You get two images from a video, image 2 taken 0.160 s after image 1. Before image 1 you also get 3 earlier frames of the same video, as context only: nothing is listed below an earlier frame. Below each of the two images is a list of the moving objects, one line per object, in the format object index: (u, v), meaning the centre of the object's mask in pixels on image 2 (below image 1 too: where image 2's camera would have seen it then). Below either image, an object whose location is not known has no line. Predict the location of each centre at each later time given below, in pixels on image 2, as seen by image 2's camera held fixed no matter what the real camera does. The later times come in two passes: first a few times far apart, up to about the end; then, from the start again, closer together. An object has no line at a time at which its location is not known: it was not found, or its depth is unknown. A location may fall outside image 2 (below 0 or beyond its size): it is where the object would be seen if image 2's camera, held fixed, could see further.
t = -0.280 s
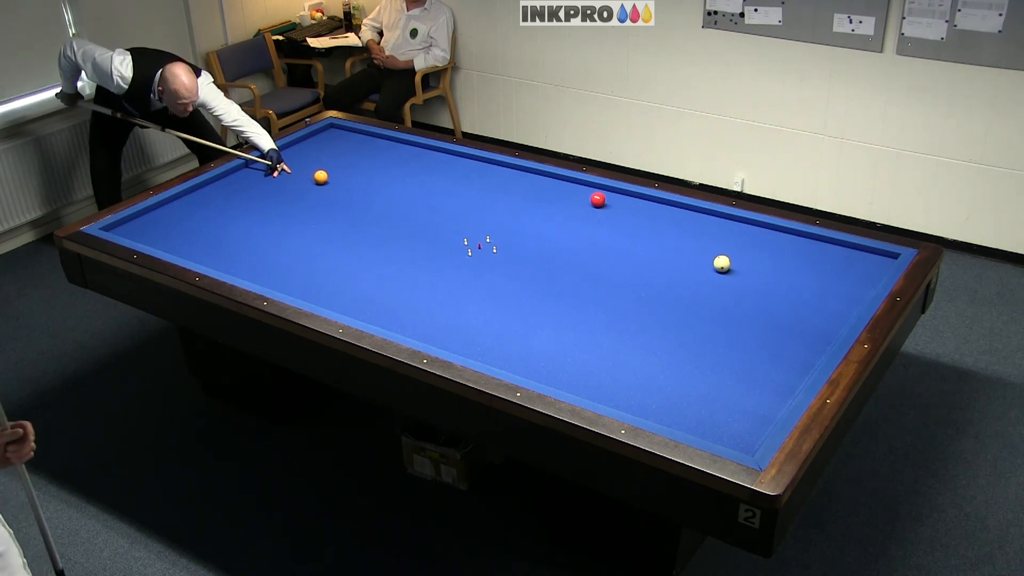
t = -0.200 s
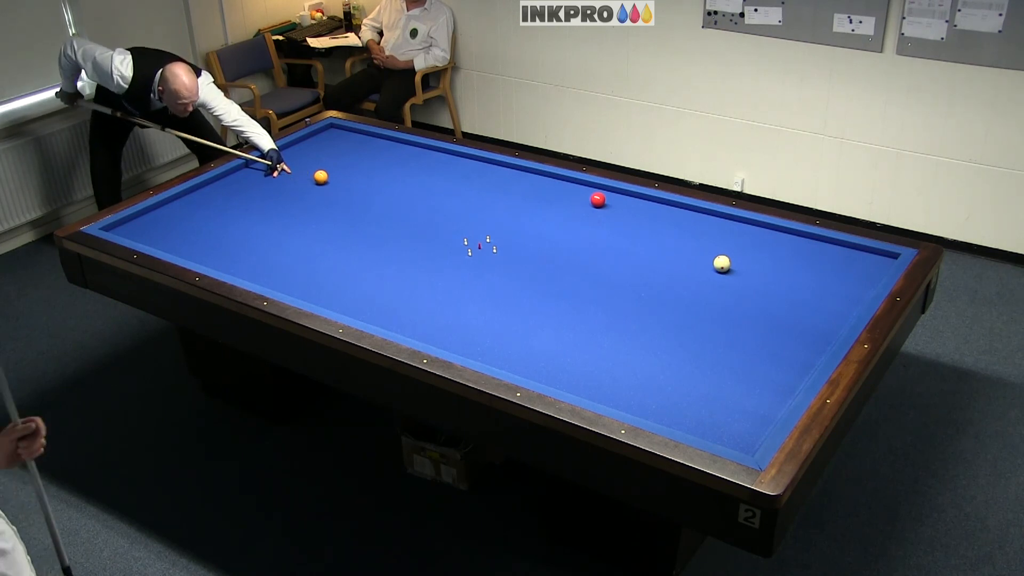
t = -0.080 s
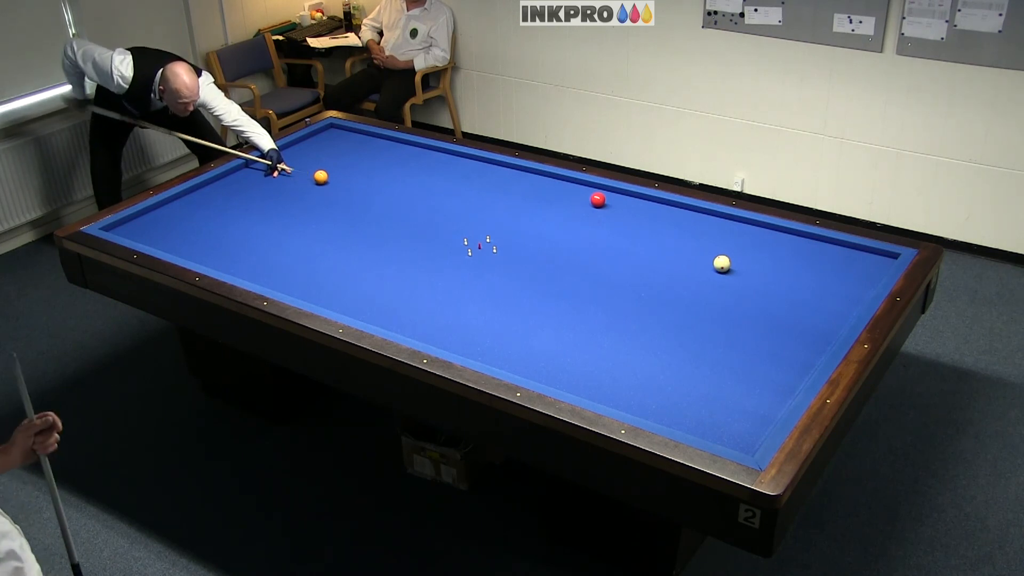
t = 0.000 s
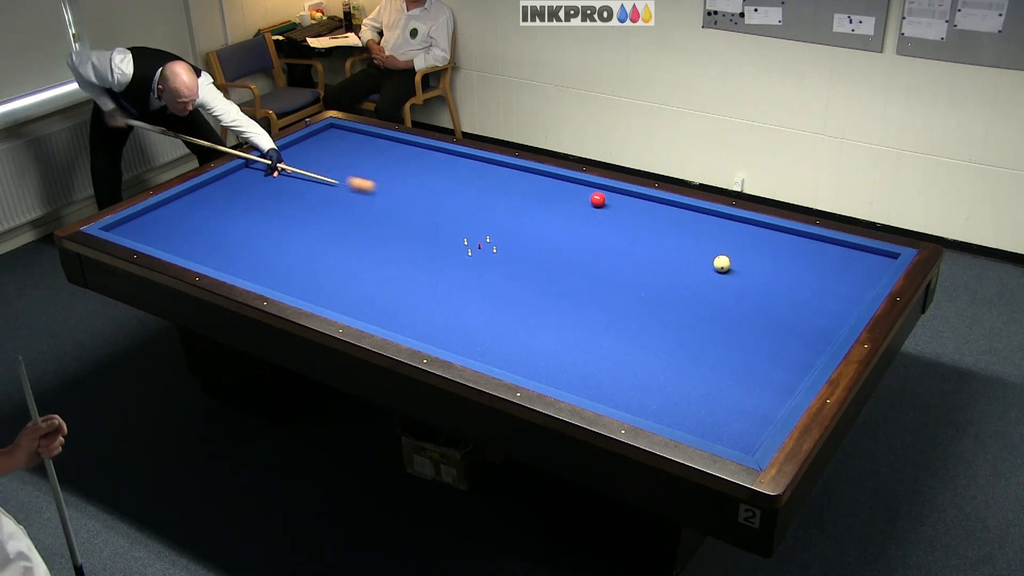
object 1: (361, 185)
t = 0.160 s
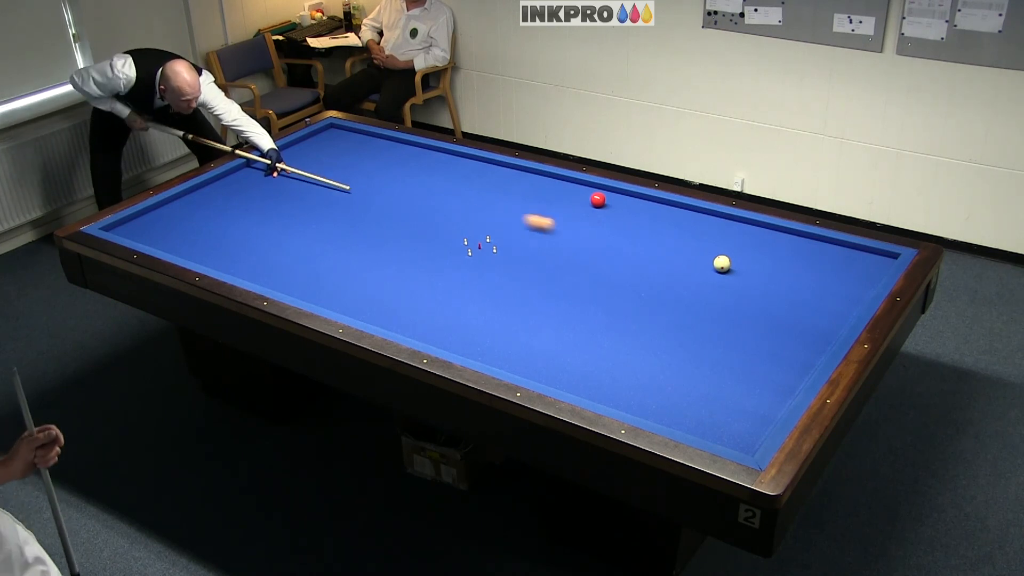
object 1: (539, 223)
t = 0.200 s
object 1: (587, 233)
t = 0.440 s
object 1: (727, 251)
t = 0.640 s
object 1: (749, 241)
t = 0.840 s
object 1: (770, 232)
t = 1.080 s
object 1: (773, 235)
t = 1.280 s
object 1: (770, 242)
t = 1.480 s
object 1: (767, 248)
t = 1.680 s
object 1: (764, 254)
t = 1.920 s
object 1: (760, 261)
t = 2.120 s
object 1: (757, 267)
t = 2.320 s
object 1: (754, 273)
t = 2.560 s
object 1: (751, 279)
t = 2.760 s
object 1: (748, 285)
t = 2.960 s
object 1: (745, 290)
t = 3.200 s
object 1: (741, 296)
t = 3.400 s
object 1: (782, 312)
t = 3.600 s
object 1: (823, 327)
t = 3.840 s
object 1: (810, 328)
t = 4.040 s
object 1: (784, 323)
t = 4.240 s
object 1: (774, 328)
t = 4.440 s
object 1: (765, 333)
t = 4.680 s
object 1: (753, 340)
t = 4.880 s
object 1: (744, 345)
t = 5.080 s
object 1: (736, 349)
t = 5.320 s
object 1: (725, 355)
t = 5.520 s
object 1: (717, 360)
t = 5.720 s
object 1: (708, 364)
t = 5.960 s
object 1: (700, 369)
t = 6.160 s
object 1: (692, 373)
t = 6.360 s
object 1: (685, 377)
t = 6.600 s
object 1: (679, 380)
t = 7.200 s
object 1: (660, 387)
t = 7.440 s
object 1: (654, 391)
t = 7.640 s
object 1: (650, 394)
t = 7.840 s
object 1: (646, 395)
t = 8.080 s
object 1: (641, 397)
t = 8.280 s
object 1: (638, 399)
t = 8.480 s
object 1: (636, 400)
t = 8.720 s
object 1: (633, 401)
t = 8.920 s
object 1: (632, 401)
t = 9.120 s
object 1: (631, 401)
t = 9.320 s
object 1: (631, 402)
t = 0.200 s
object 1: (587, 233)
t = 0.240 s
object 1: (636, 244)
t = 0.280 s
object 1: (687, 254)
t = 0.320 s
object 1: (712, 258)
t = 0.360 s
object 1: (717, 255)
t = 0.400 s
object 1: (722, 253)
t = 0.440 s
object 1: (727, 251)
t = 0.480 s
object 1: (732, 249)
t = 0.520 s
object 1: (736, 247)
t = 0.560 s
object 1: (741, 245)
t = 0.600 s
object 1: (745, 243)
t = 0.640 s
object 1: (749, 241)
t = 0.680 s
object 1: (753, 240)
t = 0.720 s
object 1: (757, 238)
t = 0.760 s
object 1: (762, 236)
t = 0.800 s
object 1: (766, 234)
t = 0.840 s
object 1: (770, 232)
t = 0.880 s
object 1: (774, 231)
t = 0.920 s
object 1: (777, 230)
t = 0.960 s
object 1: (776, 231)
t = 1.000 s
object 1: (774, 233)
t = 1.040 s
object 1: (774, 234)
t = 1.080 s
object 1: (773, 235)
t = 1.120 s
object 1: (772, 237)
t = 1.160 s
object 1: (772, 238)
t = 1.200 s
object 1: (771, 239)
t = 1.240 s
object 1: (771, 241)
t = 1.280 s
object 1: (770, 242)
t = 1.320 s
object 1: (769, 243)
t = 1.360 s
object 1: (769, 244)
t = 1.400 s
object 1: (768, 245)
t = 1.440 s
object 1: (768, 247)
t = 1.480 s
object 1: (767, 248)
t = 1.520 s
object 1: (766, 249)
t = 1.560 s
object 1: (766, 250)
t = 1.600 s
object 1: (765, 251)
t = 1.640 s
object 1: (764, 253)
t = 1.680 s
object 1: (764, 254)
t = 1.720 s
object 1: (763, 255)
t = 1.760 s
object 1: (762, 256)
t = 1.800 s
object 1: (762, 257)
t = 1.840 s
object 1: (761, 259)
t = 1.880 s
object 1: (761, 260)
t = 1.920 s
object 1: (760, 261)
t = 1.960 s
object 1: (759, 262)
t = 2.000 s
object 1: (759, 263)
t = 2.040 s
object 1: (758, 264)
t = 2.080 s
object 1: (758, 266)
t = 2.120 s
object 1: (757, 267)
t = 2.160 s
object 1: (757, 268)
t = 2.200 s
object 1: (756, 269)
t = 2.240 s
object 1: (755, 270)
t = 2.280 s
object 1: (755, 271)
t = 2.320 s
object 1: (754, 273)
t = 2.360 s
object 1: (753, 274)
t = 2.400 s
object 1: (753, 275)
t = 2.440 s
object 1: (752, 276)
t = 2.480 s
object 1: (752, 277)
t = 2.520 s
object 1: (751, 278)
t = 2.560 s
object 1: (751, 279)
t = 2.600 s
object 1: (750, 281)
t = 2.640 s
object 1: (749, 281)
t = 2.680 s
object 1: (749, 282)
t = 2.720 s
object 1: (748, 284)
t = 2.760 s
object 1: (748, 285)
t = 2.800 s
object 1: (747, 286)
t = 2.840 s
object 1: (747, 287)
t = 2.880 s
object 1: (746, 288)
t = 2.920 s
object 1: (745, 289)
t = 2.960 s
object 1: (745, 290)
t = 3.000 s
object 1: (745, 291)
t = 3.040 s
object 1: (744, 292)
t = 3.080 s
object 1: (743, 293)
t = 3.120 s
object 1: (743, 294)
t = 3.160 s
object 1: (742, 295)
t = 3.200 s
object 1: (741, 296)
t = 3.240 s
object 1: (742, 297)
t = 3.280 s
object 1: (752, 301)
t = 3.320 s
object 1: (763, 305)
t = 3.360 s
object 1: (773, 308)
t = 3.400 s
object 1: (782, 312)
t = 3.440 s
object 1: (791, 315)
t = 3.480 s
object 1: (799, 318)
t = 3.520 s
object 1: (807, 321)
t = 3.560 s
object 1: (815, 324)
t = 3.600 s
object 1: (823, 327)
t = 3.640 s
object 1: (831, 330)
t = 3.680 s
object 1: (833, 332)
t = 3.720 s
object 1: (827, 330)
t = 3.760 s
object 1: (821, 330)
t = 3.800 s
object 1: (815, 329)
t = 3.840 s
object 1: (810, 328)
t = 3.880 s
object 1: (805, 327)
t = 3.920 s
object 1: (800, 326)
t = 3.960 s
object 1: (795, 325)
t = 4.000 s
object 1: (790, 324)
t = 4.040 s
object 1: (784, 323)
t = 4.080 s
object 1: (781, 324)
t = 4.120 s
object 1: (779, 325)
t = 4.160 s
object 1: (778, 326)
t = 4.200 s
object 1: (776, 327)
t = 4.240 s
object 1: (774, 328)
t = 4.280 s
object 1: (772, 329)
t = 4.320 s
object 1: (770, 330)
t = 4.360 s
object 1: (768, 331)
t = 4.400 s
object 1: (767, 333)
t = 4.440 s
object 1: (765, 333)
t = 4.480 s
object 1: (762, 335)
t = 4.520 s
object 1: (761, 336)
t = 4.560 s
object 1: (759, 337)
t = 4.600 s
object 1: (757, 338)
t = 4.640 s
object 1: (755, 339)
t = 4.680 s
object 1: (753, 340)
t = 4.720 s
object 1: (751, 341)
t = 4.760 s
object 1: (750, 342)
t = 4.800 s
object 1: (748, 343)
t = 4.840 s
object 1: (746, 344)
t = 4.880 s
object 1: (744, 345)
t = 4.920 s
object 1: (743, 346)
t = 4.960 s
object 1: (741, 347)
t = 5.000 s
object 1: (739, 348)
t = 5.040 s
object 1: (738, 349)
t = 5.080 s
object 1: (736, 349)
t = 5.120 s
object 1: (734, 351)
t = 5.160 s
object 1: (732, 351)
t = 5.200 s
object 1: (730, 352)
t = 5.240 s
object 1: (729, 353)
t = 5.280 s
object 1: (727, 354)
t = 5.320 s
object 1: (725, 355)
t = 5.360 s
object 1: (724, 356)
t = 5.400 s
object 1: (722, 357)
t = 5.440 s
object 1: (720, 358)
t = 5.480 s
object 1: (718, 359)
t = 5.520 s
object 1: (717, 360)
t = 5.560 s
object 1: (715, 361)
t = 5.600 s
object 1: (713, 362)
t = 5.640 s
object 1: (712, 362)
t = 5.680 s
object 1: (710, 363)
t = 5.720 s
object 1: (708, 364)
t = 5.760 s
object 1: (707, 365)
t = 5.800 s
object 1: (706, 366)
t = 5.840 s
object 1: (704, 367)
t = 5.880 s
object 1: (702, 367)
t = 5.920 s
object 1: (701, 368)
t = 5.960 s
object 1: (700, 369)
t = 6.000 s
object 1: (698, 370)
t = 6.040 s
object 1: (696, 370)
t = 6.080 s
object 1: (695, 371)
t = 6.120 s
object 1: (694, 372)
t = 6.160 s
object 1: (692, 373)
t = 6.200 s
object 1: (691, 373)
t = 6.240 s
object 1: (689, 374)
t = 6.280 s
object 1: (688, 375)
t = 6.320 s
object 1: (687, 376)
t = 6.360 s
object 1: (685, 377)
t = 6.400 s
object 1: (684, 377)
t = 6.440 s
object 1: (683, 378)
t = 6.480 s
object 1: (681, 379)
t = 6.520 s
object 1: (680, 380)
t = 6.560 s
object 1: (679, 380)
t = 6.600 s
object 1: (679, 380)
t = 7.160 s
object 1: (657, 383)
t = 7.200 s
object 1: (660, 387)
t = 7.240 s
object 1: (660, 389)
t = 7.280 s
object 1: (658, 390)
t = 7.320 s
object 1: (658, 390)
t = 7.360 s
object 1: (657, 390)
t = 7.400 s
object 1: (656, 391)
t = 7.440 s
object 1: (654, 391)
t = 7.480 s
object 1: (654, 392)
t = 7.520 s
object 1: (653, 392)
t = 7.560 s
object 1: (652, 393)
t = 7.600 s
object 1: (651, 393)
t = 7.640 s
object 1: (650, 394)
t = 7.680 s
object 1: (649, 394)
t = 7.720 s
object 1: (648, 394)
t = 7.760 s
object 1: (648, 395)
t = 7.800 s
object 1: (647, 395)
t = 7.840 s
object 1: (646, 395)
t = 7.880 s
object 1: (645, 396)
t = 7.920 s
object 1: (644, 396)
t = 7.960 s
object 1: (644, 397)
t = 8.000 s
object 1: (643, 397)
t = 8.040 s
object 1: (642, 397)
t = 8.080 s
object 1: (641, 397)
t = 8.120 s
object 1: (641, 398)
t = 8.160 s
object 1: (640, 398)
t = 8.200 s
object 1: (640, 399)
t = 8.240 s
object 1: (639, 398)
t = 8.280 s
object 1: (638, 399)
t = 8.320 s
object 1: (638, 399)
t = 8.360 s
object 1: (637, 399)
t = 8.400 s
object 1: (637, 399)
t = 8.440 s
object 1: (636, 399)
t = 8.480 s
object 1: (636, 400)
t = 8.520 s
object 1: (635, 400)
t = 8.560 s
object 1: (635, 400)
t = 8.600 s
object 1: (634, 400)
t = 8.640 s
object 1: (634, 400)
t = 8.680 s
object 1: (634, 400)
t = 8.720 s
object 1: (633, 401)
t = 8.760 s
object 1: (633, 400)
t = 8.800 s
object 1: (633, 400)
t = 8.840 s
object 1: (632, 401)
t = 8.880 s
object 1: (632, 401)
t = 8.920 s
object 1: (632, 401)
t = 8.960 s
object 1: (632, 401)
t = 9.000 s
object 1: (632, 401)
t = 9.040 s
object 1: (631, 401)
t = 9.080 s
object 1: (631, 401)
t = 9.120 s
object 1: (631, 401)
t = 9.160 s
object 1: (631, 402)
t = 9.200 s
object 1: (631, 402)
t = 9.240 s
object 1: (631, 402)
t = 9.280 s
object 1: (631, 402)
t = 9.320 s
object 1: (631, 402)
